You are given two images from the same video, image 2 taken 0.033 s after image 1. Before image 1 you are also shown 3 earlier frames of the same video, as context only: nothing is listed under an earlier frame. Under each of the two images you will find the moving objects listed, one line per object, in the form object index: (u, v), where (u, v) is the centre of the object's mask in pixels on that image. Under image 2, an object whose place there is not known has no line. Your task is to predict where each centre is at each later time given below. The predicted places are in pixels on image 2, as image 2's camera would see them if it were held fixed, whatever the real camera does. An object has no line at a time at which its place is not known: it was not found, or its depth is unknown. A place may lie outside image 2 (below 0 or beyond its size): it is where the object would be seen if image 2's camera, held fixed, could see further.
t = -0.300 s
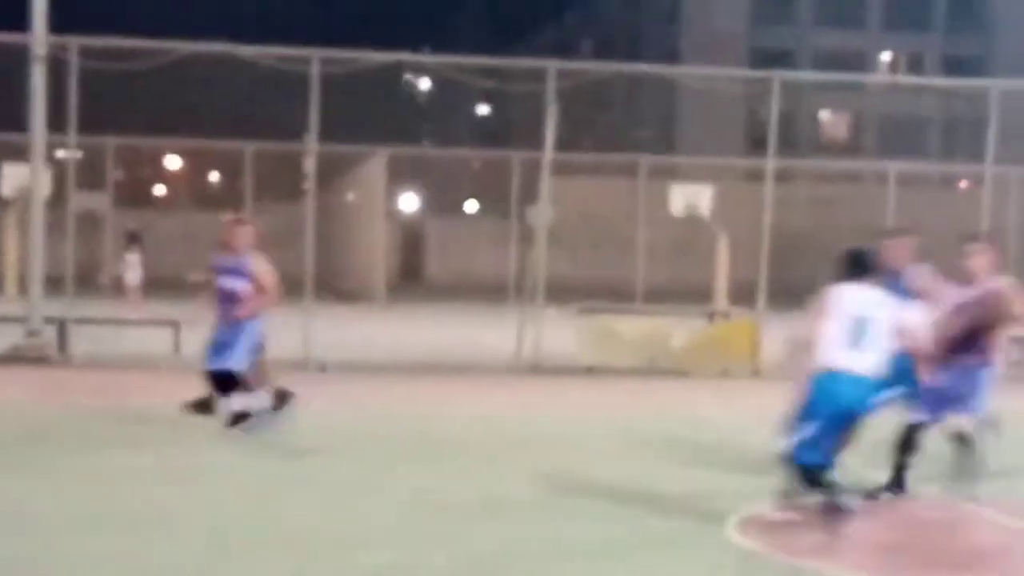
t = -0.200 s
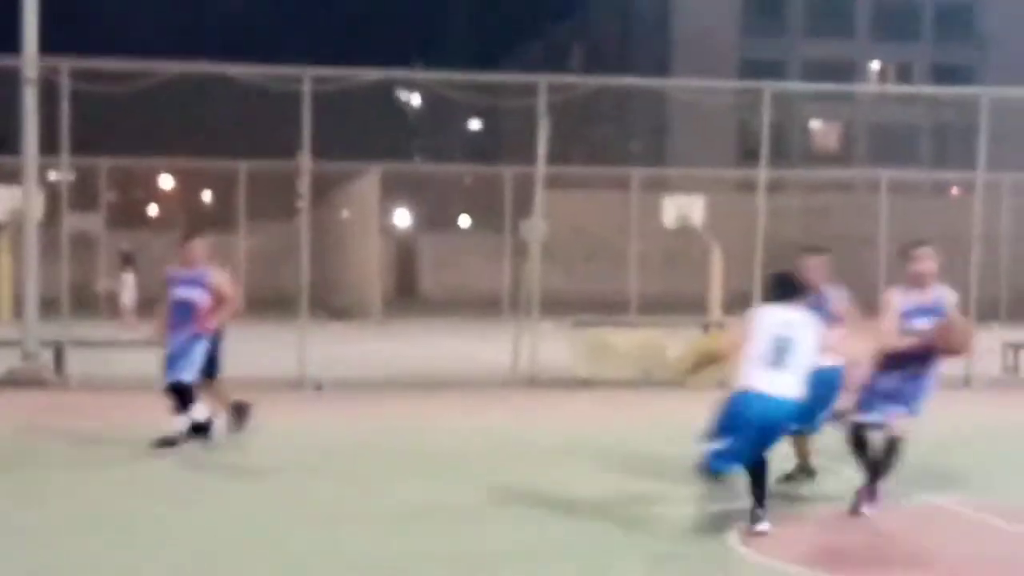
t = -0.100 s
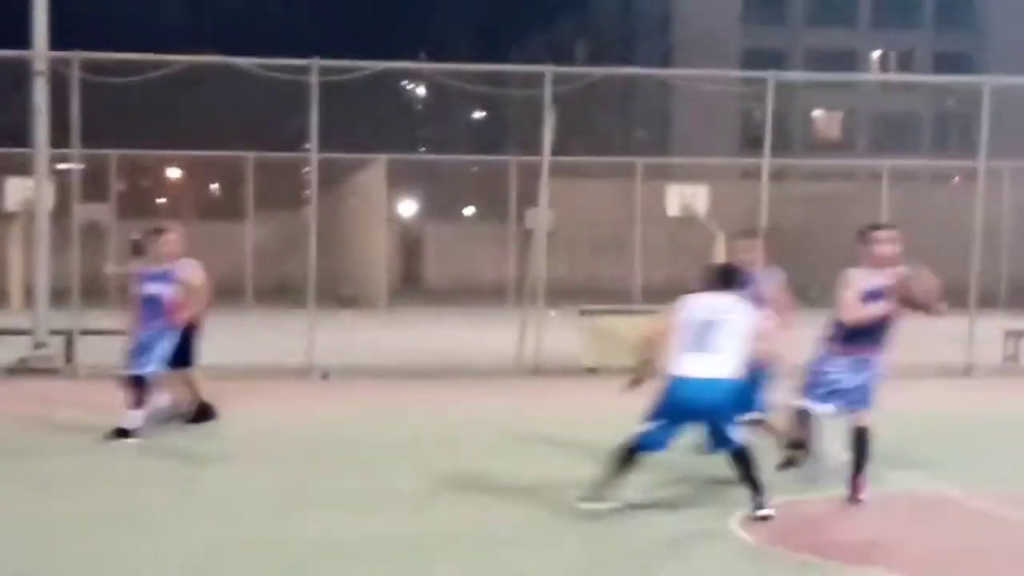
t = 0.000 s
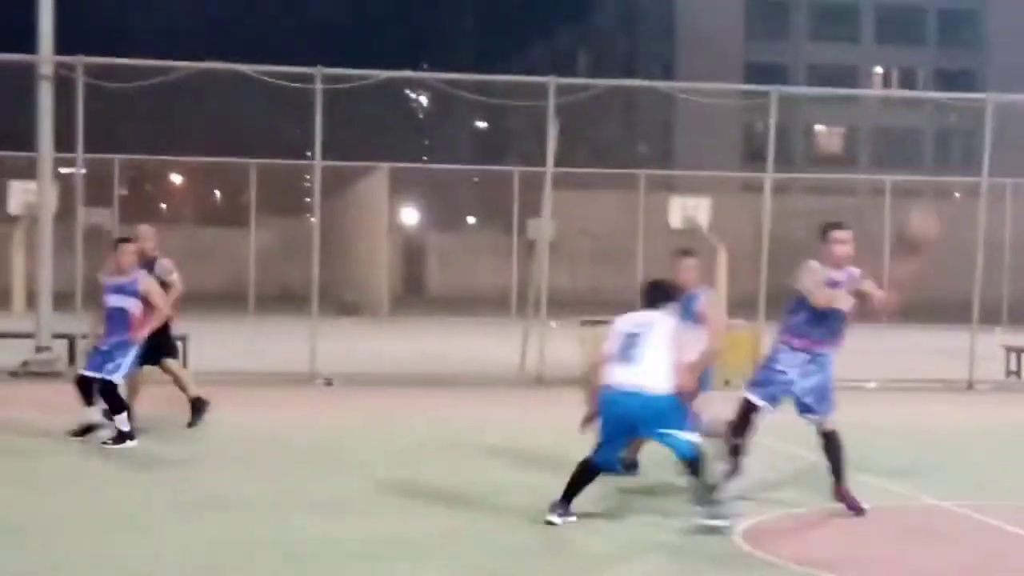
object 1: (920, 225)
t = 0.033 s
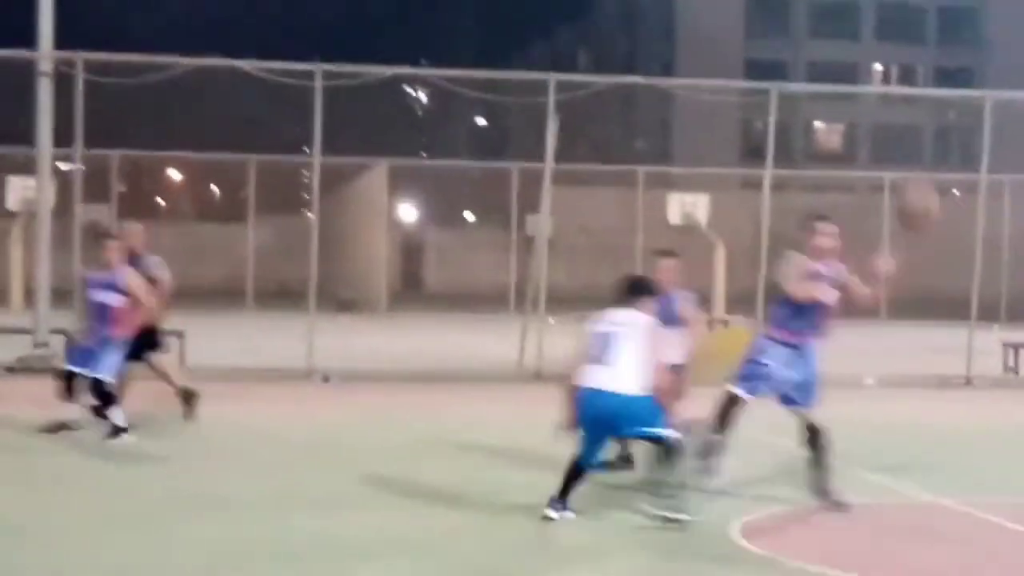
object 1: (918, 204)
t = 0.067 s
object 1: (920, 184)
